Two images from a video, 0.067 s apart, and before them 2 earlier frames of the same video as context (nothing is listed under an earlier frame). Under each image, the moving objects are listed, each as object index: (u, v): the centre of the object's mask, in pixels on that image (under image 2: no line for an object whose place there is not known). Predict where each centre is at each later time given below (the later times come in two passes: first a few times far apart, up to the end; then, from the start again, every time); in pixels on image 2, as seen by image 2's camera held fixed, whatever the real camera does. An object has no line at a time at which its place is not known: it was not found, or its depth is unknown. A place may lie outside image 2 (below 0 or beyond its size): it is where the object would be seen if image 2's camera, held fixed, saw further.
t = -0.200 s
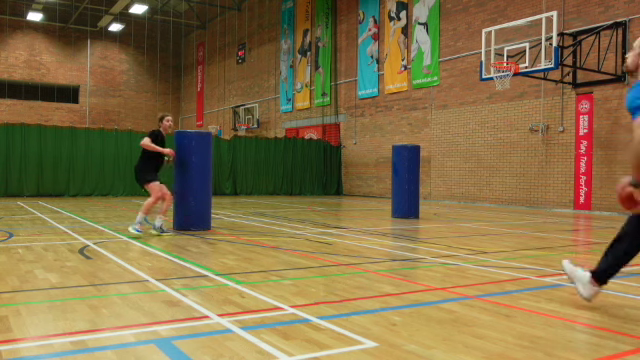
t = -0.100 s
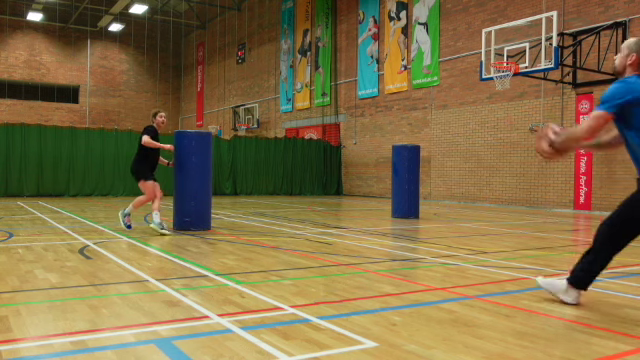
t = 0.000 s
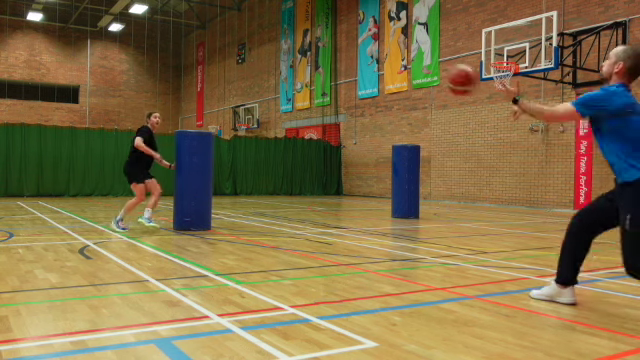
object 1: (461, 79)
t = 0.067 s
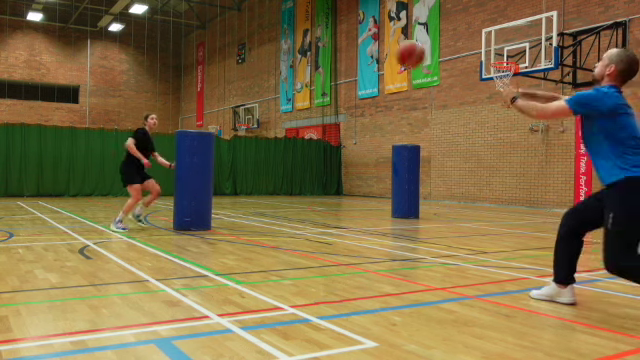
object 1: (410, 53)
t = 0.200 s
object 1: (331, 27)
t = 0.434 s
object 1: (238, 29)
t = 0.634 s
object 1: (185, 57)
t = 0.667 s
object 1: (178, 63)
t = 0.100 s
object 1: (387, 45)
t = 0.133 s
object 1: (366, 36)
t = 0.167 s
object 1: (347, 30)
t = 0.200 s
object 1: (331, 27)
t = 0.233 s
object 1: (314, 24)
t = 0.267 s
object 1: (299, 21)
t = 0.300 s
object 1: (285, 22)
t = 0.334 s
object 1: (272, 22)
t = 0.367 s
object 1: (260, 23)
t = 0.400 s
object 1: (248, 25)
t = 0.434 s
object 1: (238, 29)
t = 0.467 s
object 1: (228, 31)
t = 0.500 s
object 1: (219, 36)
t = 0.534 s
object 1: (209, 40)
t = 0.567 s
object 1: (201, 45)
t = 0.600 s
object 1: (193, 50)
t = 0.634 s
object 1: (185, 57)
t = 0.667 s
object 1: (178, 63)
